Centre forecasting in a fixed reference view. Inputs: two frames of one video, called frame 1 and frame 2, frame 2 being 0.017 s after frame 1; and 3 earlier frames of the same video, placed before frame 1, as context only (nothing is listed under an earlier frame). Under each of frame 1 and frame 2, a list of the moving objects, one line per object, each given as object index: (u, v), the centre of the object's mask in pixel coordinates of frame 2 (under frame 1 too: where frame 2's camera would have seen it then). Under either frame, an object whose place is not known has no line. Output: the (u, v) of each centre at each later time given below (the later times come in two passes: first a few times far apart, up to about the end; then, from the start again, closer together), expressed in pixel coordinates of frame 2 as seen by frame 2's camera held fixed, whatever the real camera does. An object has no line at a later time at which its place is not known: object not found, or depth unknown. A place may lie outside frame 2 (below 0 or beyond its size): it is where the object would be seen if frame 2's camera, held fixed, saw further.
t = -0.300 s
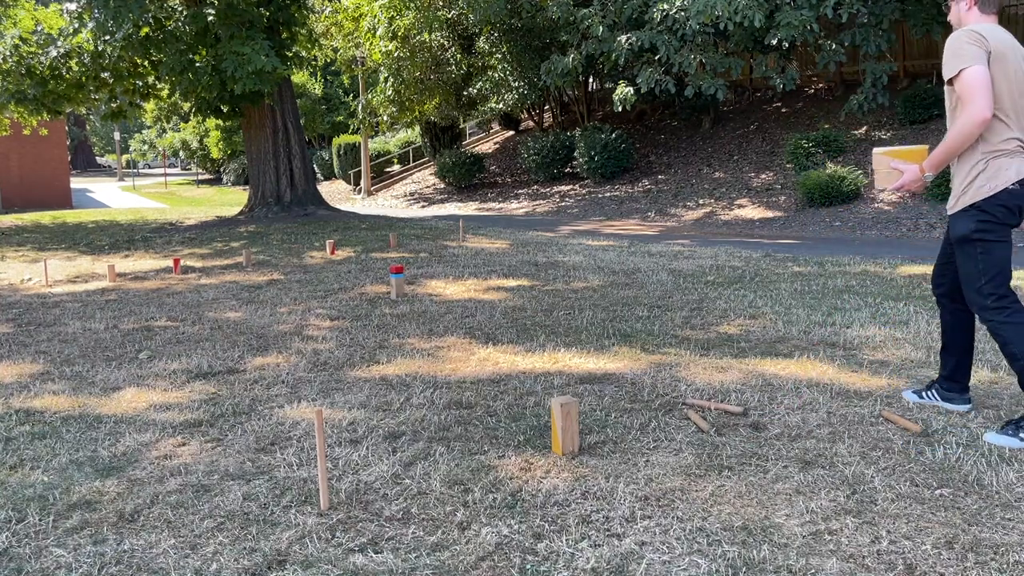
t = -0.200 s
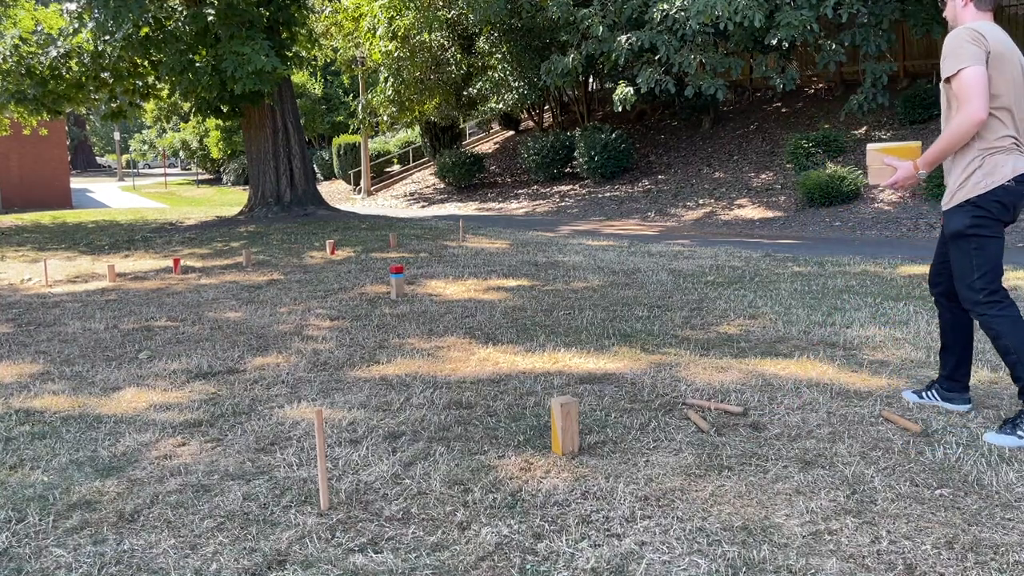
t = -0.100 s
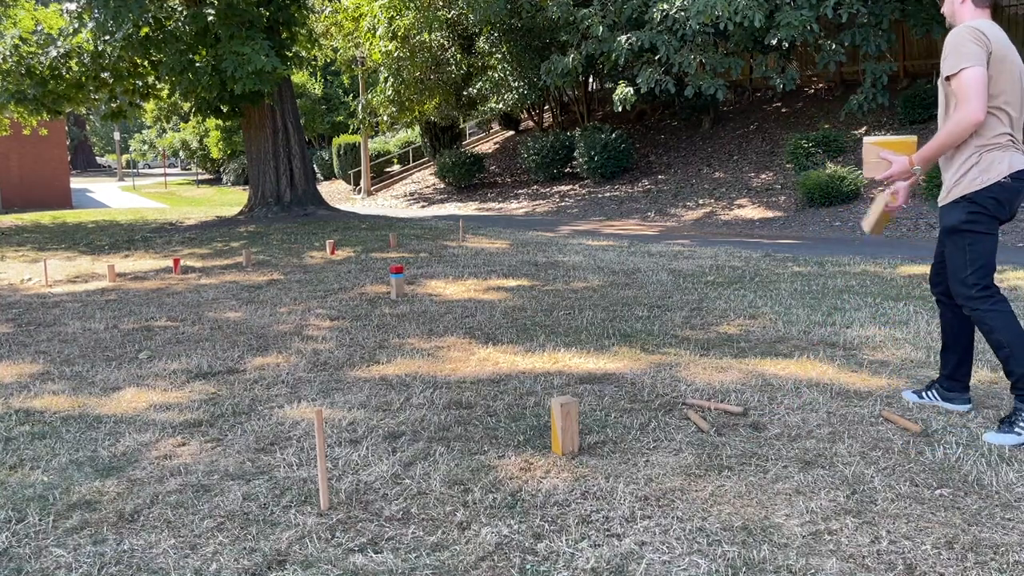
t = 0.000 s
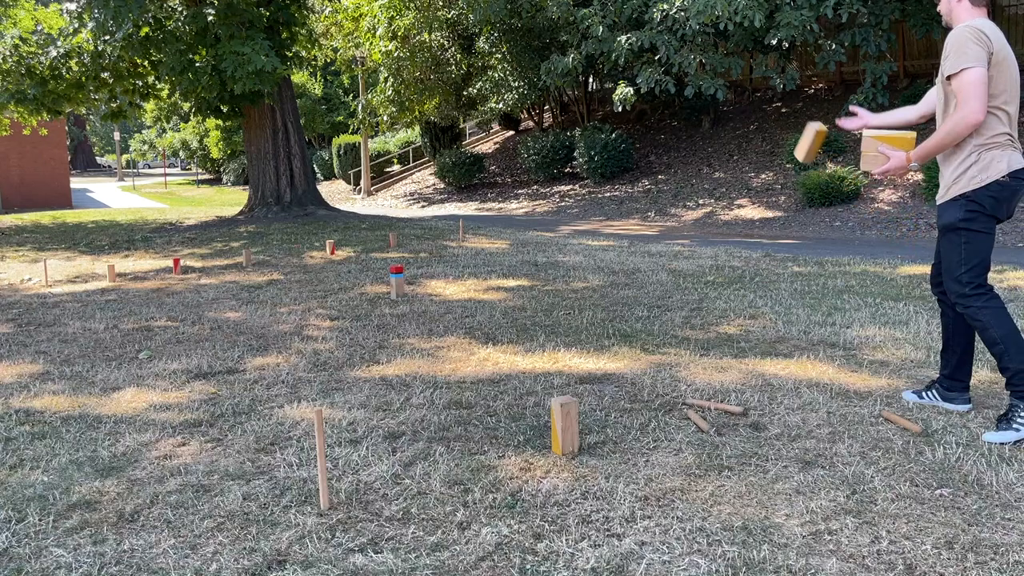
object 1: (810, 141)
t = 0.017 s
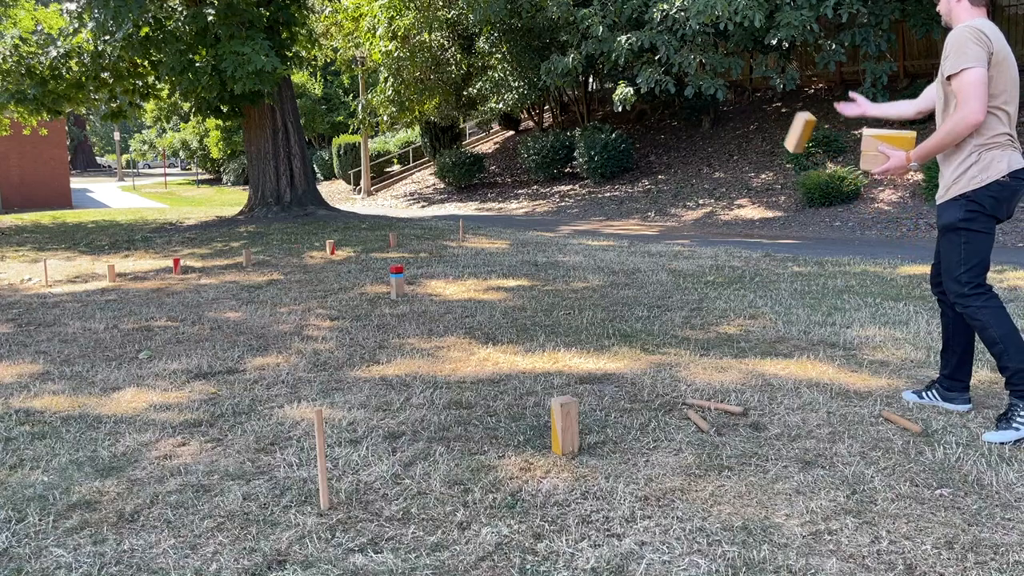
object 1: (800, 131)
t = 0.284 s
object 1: (658, 61)
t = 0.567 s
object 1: (554, 114)
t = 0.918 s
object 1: (463, 274)
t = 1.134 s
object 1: (447, 273)
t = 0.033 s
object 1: (789, 122)
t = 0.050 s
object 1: (779, 114)
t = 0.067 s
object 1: (769, 107)
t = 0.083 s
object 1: (760, 100)
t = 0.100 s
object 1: (750, 93)
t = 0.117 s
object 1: (741, 88)
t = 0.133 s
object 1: (732, 83)
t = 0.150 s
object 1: (723, 78)
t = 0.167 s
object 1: (714, 74)
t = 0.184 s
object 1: (705, 71)
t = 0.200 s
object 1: (697, 68)
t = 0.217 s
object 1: (689, 66)
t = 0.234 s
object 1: (681, 64)
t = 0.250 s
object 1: (674, 63)
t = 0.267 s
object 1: (666, 61)
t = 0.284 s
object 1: (658, 61)
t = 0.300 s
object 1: (651, 61)
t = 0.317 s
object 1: (644, 61)
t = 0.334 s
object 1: (636, 62)
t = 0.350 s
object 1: (630, 64)
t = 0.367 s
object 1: (623, 65)
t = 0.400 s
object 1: (610, 70)
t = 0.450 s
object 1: (592, 81)
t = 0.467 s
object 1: (586, 84)
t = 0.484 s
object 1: (581, 88)
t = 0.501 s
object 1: (575, 93)
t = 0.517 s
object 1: (570, 98)
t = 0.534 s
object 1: (564, 103)
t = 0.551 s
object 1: (559, 108)
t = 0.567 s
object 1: (554, 114)
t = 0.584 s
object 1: (548, 119)
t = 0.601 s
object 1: (543, 125)
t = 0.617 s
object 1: (538, 131)
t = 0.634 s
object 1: (534, 138)
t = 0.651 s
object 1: (529, 145)
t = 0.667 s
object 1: (524, 152)
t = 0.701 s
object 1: (515, 166)
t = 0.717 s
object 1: (511, 173)
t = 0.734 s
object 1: (506, 181)
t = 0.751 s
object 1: (501, 188)
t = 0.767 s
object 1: (497, 197)
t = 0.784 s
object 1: (494, 204)
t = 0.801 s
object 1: (490, 212)
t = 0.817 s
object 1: (486, 222)
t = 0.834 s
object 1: (482, 230)
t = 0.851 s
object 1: (478, 238)
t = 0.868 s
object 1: (475, 248)
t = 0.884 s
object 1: (470, 255)
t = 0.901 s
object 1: (466, 265)
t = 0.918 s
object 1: (463, 274)
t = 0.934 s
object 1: (461, 281)
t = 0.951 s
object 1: (459, 281)
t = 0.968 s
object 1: (458, 279)
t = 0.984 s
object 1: (457, 278)
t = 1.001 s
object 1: (456, 277)
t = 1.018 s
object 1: (455, 276)
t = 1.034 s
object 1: (453, 276)
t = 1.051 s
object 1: (452, 275)
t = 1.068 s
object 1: (451, 275)
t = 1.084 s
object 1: (450, 275)
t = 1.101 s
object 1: (449, 275)
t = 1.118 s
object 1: (448, 274)
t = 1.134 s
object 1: (447, 273)
